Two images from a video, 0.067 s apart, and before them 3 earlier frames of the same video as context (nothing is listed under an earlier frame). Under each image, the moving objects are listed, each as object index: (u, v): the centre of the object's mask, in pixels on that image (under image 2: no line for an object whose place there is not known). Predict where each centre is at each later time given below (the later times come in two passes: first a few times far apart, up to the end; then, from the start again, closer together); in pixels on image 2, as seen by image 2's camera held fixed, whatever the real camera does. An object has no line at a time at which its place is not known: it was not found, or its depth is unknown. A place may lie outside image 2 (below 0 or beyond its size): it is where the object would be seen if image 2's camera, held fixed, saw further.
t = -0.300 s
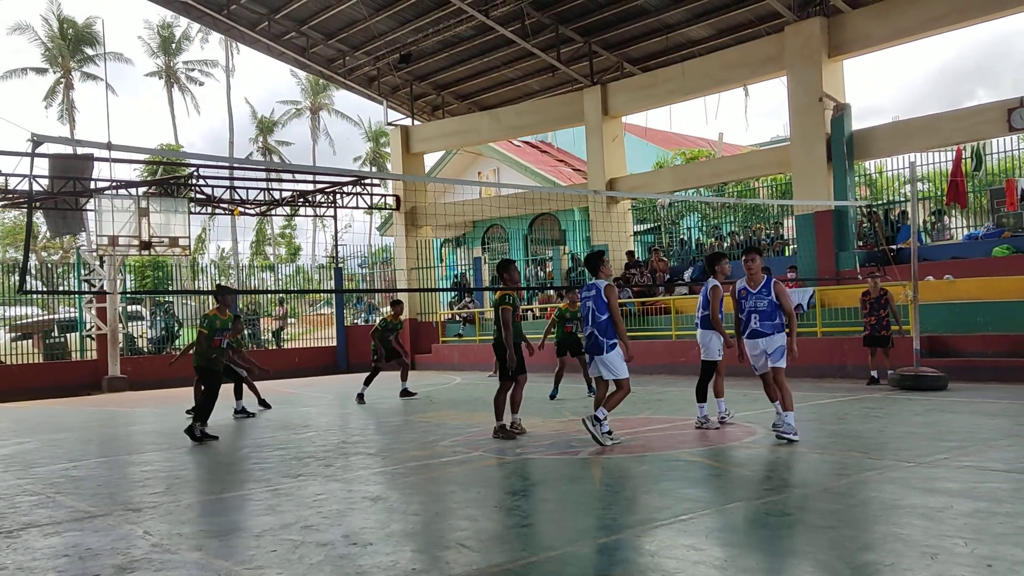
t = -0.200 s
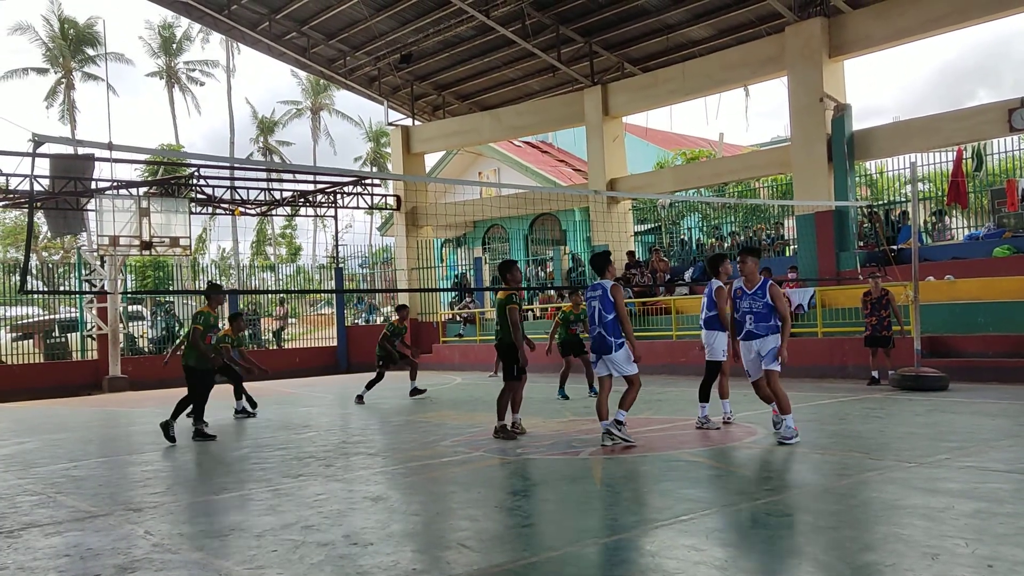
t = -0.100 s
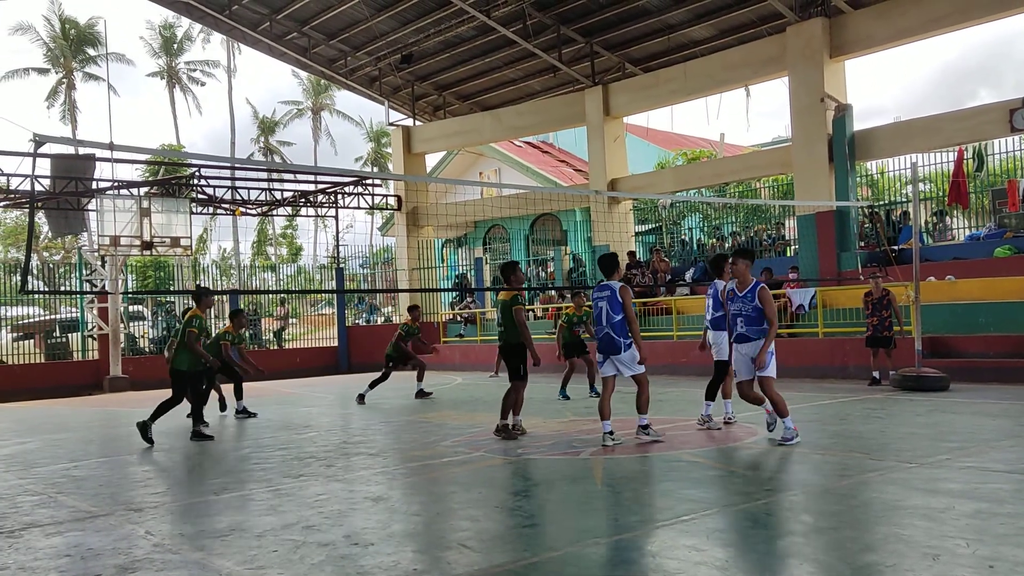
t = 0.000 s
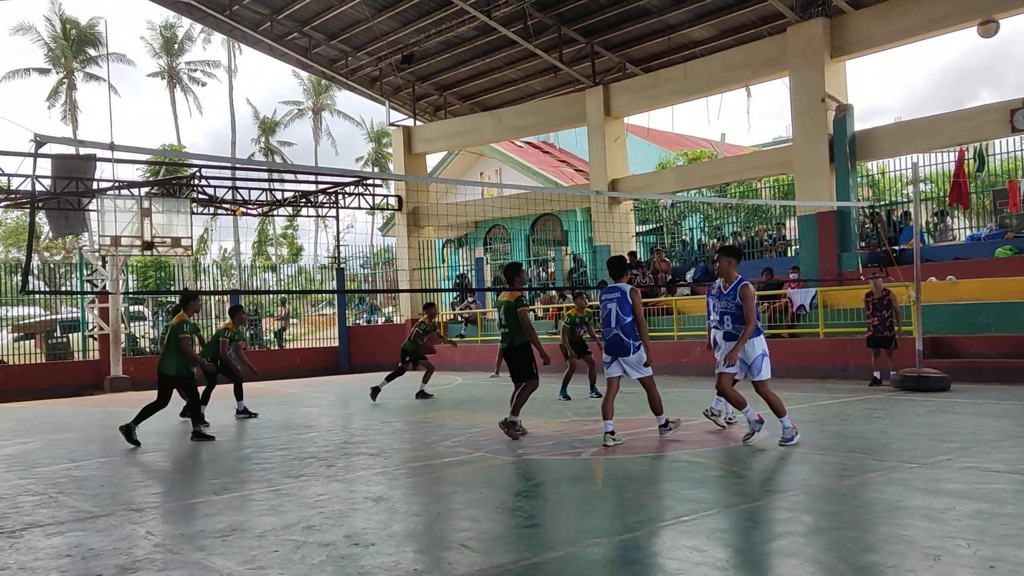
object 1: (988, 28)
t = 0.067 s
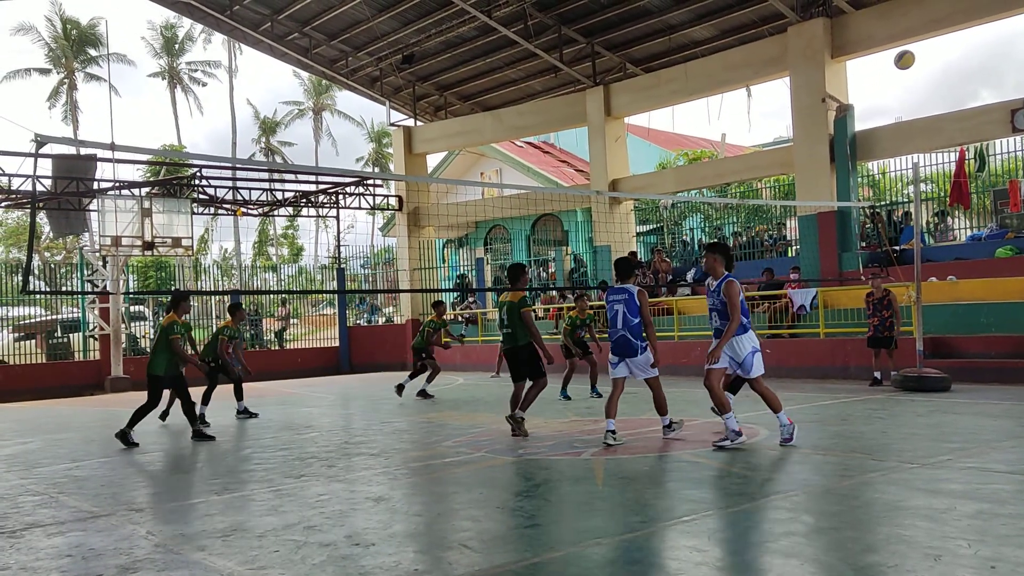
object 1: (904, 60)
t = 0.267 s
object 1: (715, 150)
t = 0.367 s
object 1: (648, 190)
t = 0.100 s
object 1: (866, 76)
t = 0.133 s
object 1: (832, 91)
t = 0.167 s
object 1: (800, 106)
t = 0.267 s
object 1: (715, 150)
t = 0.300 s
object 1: (691, 165)
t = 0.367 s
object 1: (648, 190)
